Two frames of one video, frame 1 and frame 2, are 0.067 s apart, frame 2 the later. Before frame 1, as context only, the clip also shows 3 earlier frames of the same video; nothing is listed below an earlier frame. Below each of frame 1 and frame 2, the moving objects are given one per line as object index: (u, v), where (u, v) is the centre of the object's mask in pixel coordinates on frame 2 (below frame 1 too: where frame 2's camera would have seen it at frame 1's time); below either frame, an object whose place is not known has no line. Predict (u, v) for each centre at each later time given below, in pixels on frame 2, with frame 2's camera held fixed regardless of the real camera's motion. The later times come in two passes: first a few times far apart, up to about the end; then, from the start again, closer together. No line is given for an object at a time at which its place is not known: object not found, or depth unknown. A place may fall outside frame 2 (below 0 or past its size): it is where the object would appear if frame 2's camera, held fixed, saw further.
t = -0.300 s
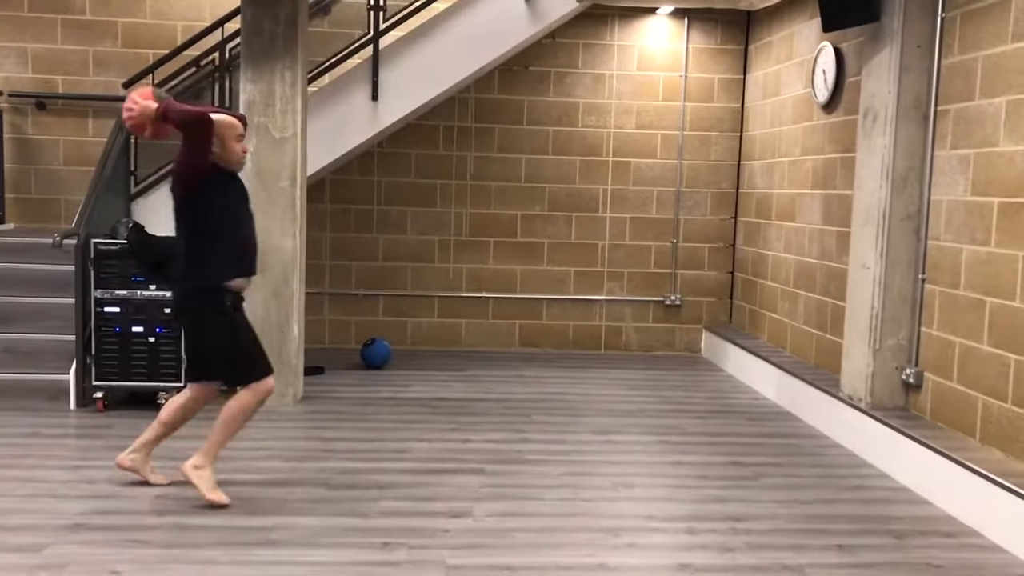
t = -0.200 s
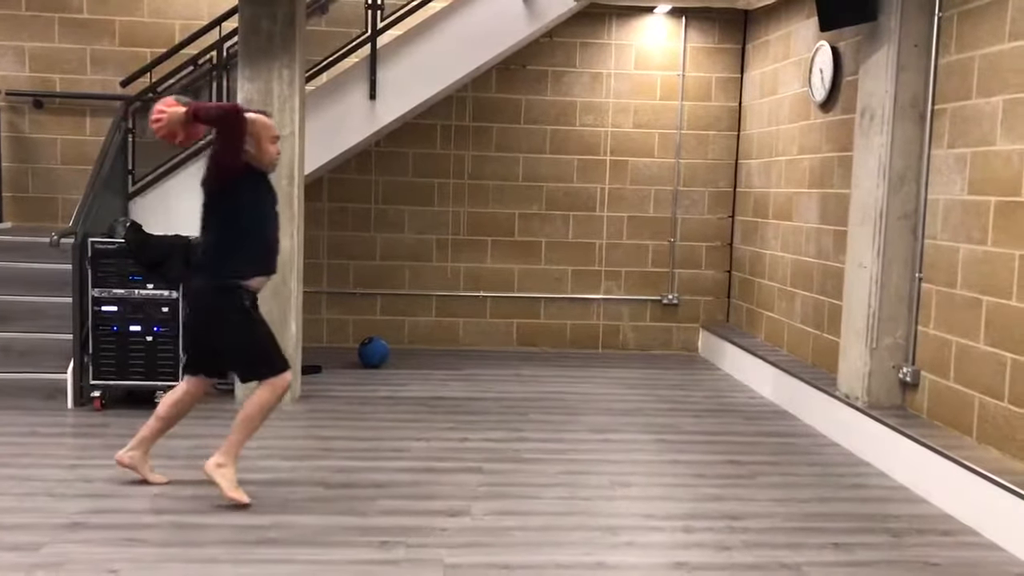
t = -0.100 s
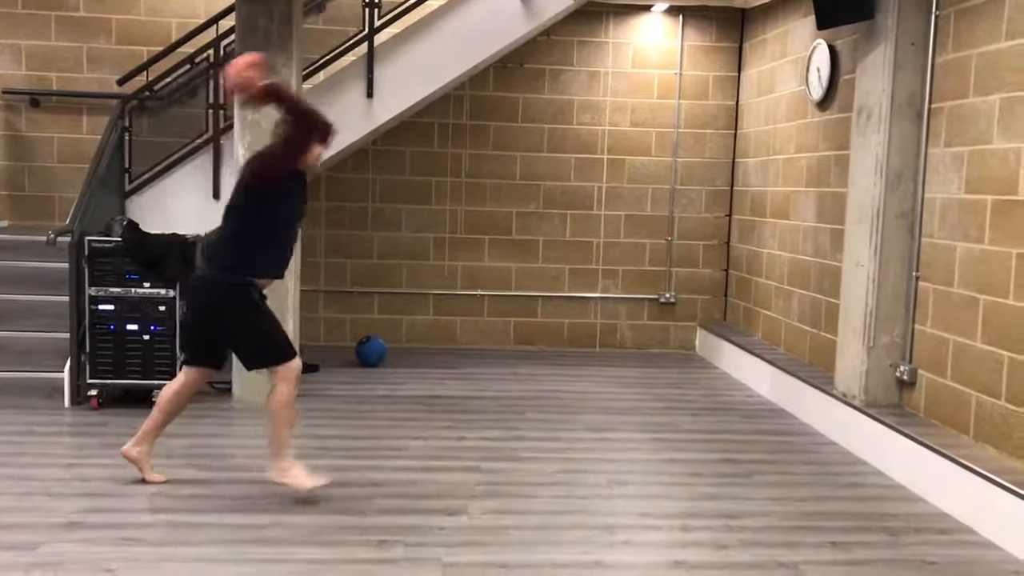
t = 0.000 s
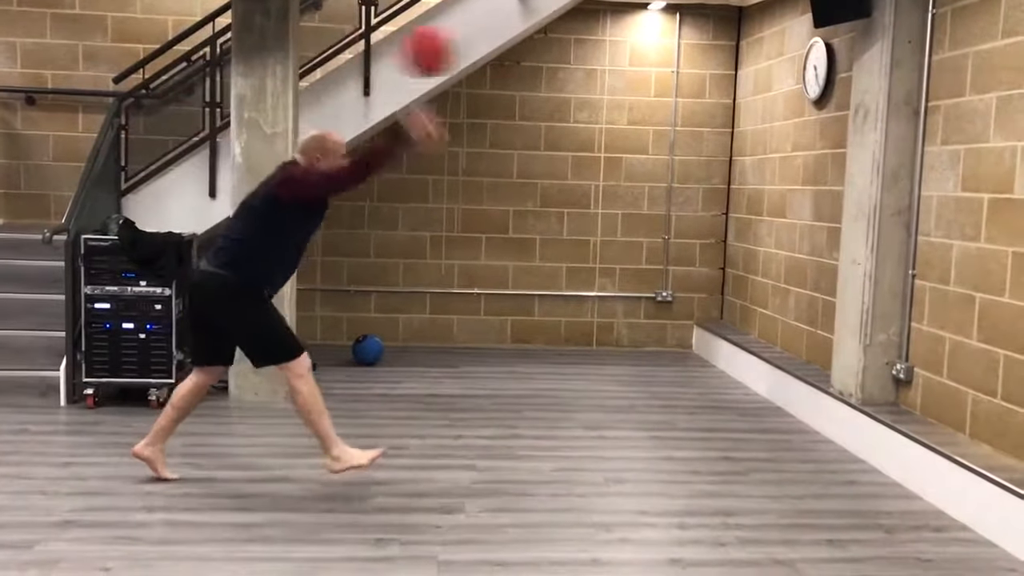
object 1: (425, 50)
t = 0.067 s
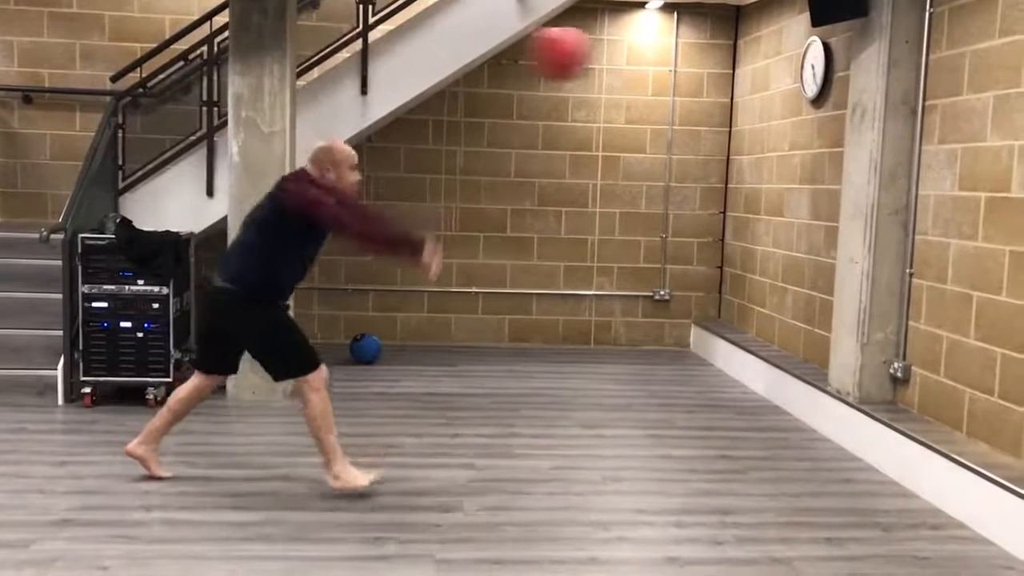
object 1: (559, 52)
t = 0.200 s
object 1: (823, 93)
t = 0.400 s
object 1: (856, 183)
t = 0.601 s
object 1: (561, 329)
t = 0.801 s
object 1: (290, 433)
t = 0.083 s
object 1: (590, 55)
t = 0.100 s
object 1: (625, 61)
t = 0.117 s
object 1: (657, 64)
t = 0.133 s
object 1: (694, 68)
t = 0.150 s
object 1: (724, 71)
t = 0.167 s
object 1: (752, 78)
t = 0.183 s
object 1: (785, 87)
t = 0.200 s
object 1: (823, 93)
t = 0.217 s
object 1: (849, 100)
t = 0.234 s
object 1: (882, 108)
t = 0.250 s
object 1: (914, 117)
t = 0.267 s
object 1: (947, 128)
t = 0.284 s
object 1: (978, 137)
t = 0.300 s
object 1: (994, 147)
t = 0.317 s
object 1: (971, 151)
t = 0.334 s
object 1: (947, 156)
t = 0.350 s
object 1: (925, 161)
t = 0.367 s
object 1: (904, 167)
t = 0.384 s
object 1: (881, 174)
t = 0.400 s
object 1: (856, 183)
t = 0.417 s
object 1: (832, 192)
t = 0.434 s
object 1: (810, 199)
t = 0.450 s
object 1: (785, 211)
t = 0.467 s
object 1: (761, 219)
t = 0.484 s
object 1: (735, 231)
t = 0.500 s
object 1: (712, 242)
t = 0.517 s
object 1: (689, 253)
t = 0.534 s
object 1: (663, 268)
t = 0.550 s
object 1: (637, 282)
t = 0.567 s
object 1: (612, 296)
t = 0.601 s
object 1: (561, 329)
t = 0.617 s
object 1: (538, 345)
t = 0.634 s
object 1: (513, 363)
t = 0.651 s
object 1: (487, 382)
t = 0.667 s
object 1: (462, 401)
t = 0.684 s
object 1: (437, 422)
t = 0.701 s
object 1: (411, 442)
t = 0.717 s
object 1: (386, 463)
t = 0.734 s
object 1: (357, 487)
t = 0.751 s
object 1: (338, 485)
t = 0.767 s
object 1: (323, 467)
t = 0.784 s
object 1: (308, 450)
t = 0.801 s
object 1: (290, 433)
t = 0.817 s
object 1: (275, 418)
